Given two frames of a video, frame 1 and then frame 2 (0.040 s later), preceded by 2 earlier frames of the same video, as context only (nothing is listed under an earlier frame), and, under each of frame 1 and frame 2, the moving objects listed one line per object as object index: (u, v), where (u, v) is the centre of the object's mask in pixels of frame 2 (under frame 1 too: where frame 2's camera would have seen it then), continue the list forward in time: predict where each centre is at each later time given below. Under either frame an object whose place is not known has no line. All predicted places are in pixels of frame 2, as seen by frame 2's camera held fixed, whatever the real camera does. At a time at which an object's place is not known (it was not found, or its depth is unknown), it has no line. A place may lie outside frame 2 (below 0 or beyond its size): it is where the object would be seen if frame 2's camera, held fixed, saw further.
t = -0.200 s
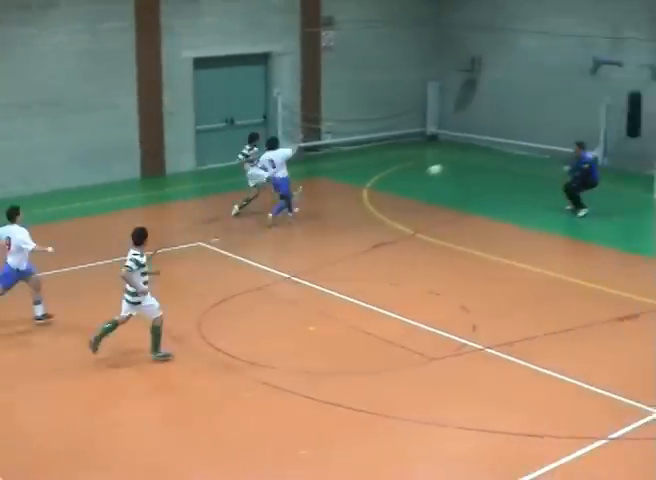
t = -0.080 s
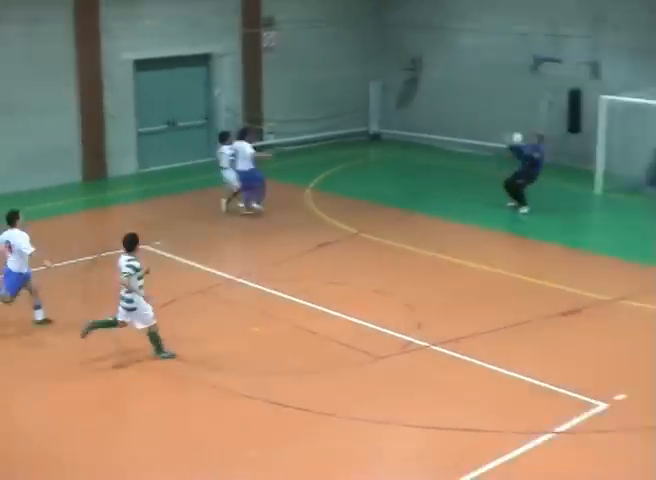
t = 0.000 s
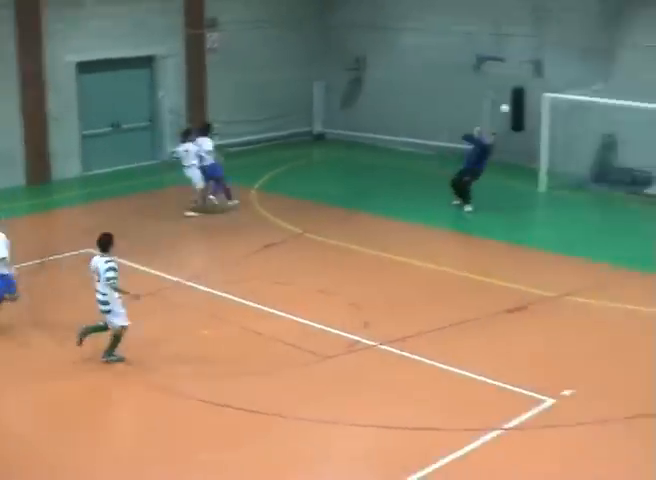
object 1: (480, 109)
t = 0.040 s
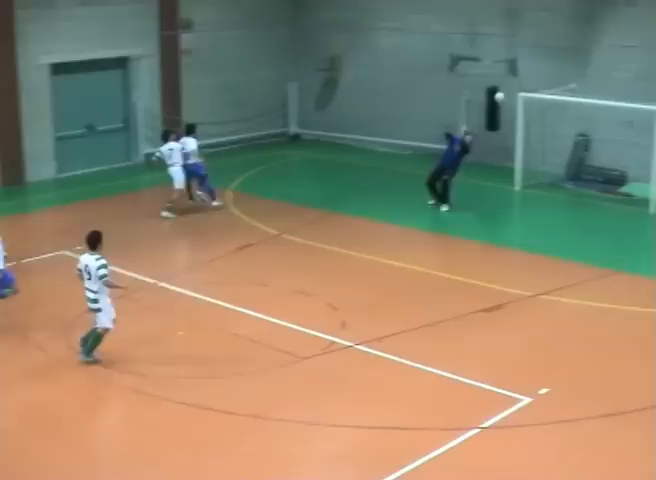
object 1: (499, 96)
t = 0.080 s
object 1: (519, 83)
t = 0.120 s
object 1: (536, 73)
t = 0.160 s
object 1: (555, 64)
